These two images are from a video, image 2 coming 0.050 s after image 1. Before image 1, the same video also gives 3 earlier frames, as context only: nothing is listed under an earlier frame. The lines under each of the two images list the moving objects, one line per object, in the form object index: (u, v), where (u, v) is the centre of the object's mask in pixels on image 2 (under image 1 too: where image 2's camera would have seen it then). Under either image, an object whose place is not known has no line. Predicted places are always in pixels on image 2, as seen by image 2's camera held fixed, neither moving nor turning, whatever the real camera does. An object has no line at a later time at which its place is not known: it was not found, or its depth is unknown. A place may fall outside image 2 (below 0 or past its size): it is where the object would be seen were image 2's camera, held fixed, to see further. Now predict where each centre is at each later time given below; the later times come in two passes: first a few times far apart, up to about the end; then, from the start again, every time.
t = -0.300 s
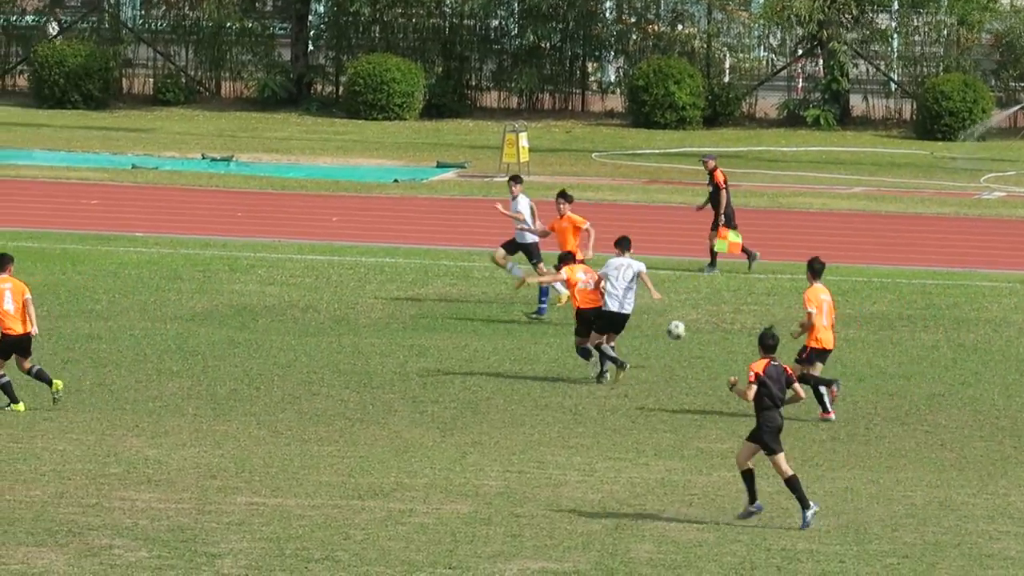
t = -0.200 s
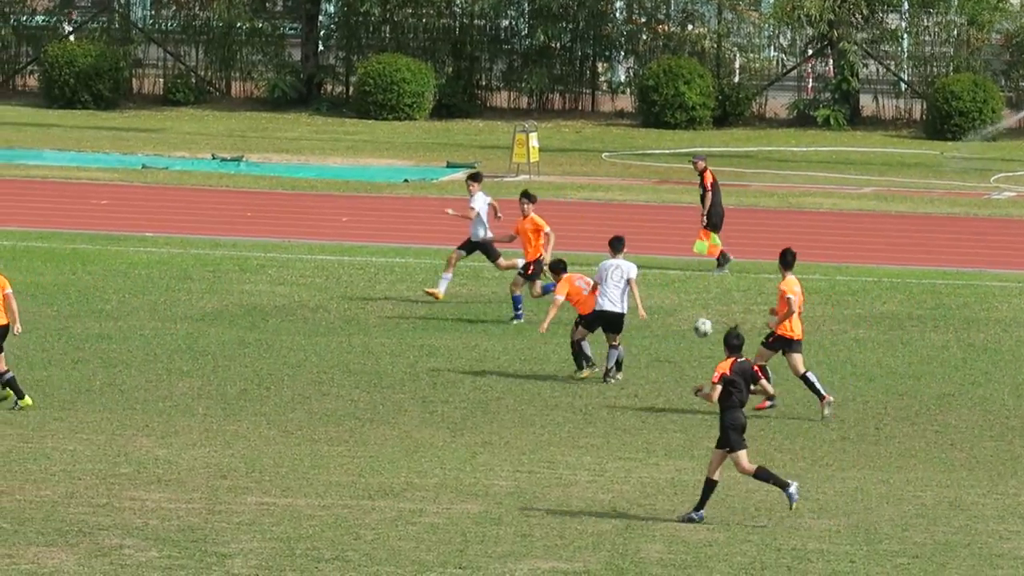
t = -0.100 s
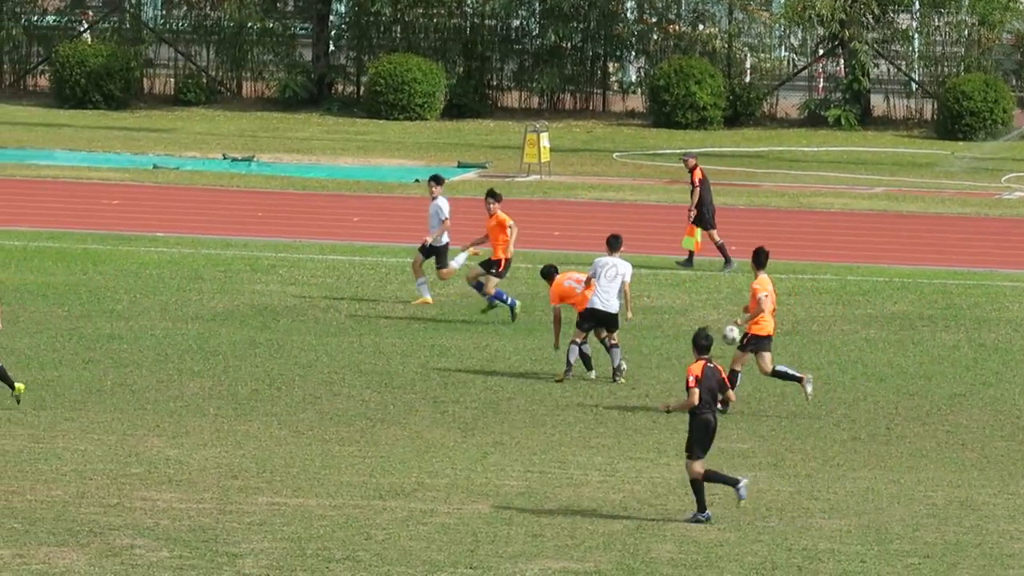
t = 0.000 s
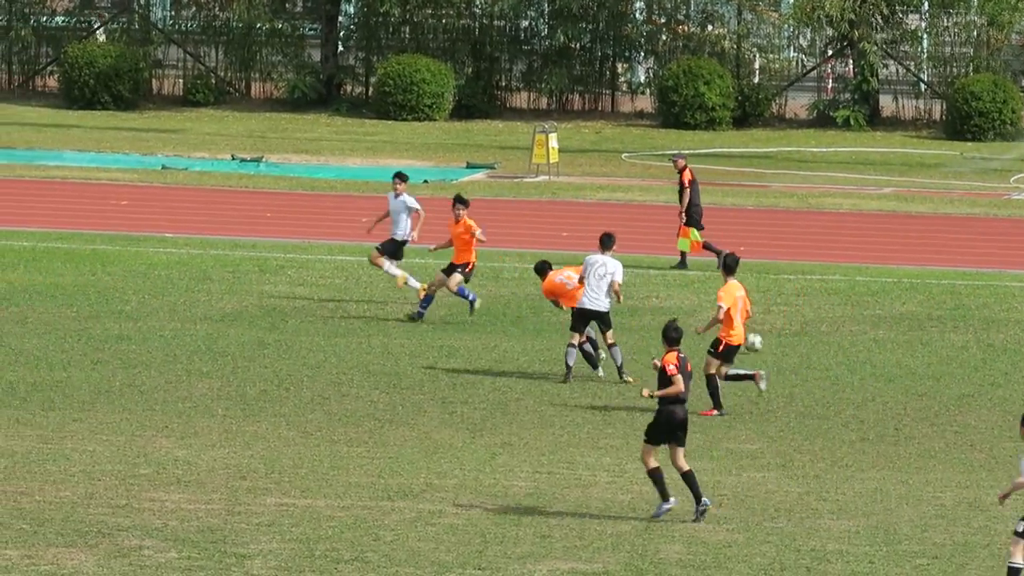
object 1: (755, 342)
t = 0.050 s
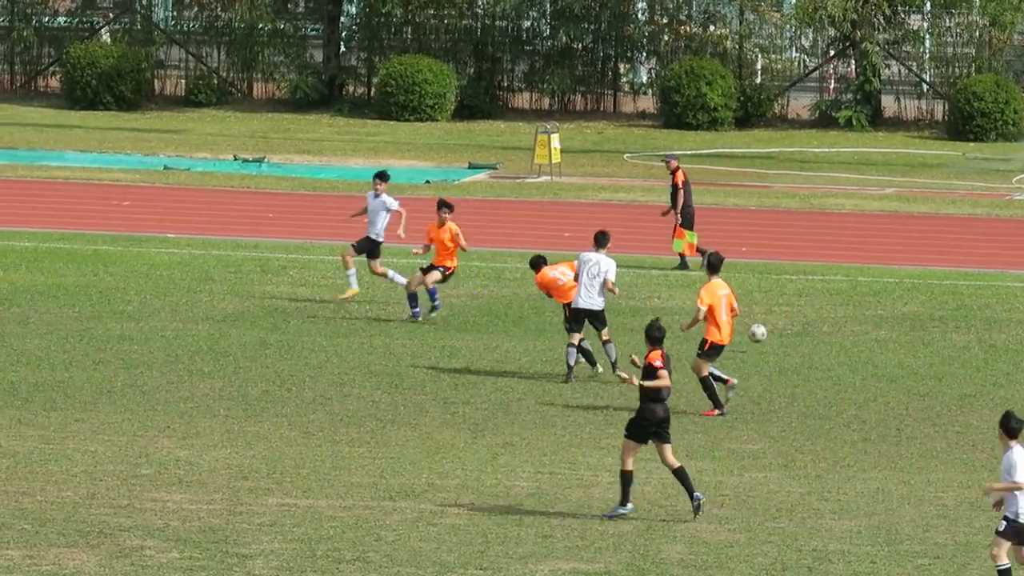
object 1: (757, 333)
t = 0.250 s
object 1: (766, 316)
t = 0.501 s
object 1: (779, 322)
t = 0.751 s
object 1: (796, 321)
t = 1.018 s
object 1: (813, 313)
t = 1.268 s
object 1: (830, 306)
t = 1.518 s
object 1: (847, 299)
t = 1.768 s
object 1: (864, 295)
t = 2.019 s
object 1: (879, 289)
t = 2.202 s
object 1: (890, 284)
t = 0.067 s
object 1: (758, 330)
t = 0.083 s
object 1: (759, 328)
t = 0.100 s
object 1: (759, 325)
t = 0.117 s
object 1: (760, 323)
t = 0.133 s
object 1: (761, 322)
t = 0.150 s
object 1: (762, 320)
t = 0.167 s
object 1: (763, 318)
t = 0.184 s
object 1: (763, 317)
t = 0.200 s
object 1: (763, 317)
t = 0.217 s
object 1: (764, 317)
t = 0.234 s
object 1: (765, 316)
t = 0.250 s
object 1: (766, 316)
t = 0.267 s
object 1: (767, 317)
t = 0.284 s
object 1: (767, 317)
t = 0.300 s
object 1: (768, 318)
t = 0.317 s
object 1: (769, 319)
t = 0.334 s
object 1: (769, 321)
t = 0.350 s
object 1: (770, 322)
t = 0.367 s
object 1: (771, 323)
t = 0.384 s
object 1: (772, 325)
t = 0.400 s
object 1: (773, 328)
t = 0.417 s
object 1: (774, 330)
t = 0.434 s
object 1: (774, 330)
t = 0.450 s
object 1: (776, 328)
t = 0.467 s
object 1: (777, 326)
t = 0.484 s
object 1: (778, 324)
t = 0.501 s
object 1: (779, 322)
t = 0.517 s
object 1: (781, 320)
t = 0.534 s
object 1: (781, 318)
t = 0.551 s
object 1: (782, 317)
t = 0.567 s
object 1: (784, 316)
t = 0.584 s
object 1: (785, 315)
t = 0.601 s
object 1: (786, 315)
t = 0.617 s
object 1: (786, 314)
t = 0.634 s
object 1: (787, 315)
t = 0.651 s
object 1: (789, 314)
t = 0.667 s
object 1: (790, 315)
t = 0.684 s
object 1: (791, 315)
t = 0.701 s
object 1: (792, 316)
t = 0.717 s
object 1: (794, 318)
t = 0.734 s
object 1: (795, 319)
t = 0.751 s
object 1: (796, 321)
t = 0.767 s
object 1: (797, 320)
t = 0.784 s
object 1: (798, 319)
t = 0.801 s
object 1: (799, 317)
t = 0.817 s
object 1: (800, 315)
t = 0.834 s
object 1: (801, 314)
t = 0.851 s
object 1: (802, 313)
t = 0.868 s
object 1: (803, 313)
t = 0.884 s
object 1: (805, 312)
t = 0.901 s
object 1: (806, 312)
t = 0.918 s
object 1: (806, 312)
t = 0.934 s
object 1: (808, 312)
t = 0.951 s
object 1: (809, 312)
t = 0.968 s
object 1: (809, 313)
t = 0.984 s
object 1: (811, 314)
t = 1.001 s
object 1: (812, 314)
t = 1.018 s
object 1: (813, 313)
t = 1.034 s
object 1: (813, 312)
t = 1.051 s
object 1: (815, 312)
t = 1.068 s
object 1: (816, 311)
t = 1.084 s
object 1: (817, 311)
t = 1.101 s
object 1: (818, 310)
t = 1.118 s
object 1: (820, 309)
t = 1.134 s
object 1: (821, 308)
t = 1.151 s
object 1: (822, 307)
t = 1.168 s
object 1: (823, 306)
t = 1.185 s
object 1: (824, 306)
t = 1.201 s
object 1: (825, 305)
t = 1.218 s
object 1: (826, 306)
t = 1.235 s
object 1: (827, 306)
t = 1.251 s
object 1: (828, 306)
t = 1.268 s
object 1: (830, 306)
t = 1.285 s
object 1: (830, 306)
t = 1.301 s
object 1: (832, 305)
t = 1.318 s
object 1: (833, 304)
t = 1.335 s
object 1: (834, 304)
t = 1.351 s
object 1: (835, 303)
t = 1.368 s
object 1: (836, 302)
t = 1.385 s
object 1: (837, 302)
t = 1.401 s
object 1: (839, 302)
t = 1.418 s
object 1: (840, 302)
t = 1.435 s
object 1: (841, 302)
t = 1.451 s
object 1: (842, 302)
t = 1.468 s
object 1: (844, 302)
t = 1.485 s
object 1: (844, 301)
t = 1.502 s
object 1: (845, 300)
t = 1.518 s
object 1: (847, 299)
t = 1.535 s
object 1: (848, 300)
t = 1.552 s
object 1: (849, 299)
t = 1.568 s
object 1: (850, 299)
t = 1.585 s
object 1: (851, 299)
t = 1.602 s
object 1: (853, 299)
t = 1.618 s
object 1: (853, 298)
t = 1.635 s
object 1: (855, 297)
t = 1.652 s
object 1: (855, 296)
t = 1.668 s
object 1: (857, 295)
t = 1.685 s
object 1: (858, 295)
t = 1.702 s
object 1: (859, 295)
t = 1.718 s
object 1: (860, 295)
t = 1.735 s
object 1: (861, 295)
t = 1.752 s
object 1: (862, 295)
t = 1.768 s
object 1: (864, 295)
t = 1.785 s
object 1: (865, 294)
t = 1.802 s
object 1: (865, 293)
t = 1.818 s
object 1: (867, 292)
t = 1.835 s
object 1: (868, 292)
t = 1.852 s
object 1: (869, 291)
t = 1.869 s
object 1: (870, 291)
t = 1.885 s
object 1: (870, 291)
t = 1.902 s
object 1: (872, 292)
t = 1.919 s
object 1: (873, 292)
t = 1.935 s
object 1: (873, 292)
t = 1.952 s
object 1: (875, 293)
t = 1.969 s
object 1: (876, 291)
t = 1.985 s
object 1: (877, 290)
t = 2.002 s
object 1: (878, 289)
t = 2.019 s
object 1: (879, 289)
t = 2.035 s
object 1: (880, 288)
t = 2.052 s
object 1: (880, 288)
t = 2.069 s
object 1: (882, 288)
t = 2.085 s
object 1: (883, 288)
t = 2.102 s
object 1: (883, 287)
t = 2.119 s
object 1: (885, 287)
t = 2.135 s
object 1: (886, 286)
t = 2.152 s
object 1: (887, 286)
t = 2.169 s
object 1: (888, 285)
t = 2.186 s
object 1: (889, 284)
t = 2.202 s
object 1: (890, 284)
